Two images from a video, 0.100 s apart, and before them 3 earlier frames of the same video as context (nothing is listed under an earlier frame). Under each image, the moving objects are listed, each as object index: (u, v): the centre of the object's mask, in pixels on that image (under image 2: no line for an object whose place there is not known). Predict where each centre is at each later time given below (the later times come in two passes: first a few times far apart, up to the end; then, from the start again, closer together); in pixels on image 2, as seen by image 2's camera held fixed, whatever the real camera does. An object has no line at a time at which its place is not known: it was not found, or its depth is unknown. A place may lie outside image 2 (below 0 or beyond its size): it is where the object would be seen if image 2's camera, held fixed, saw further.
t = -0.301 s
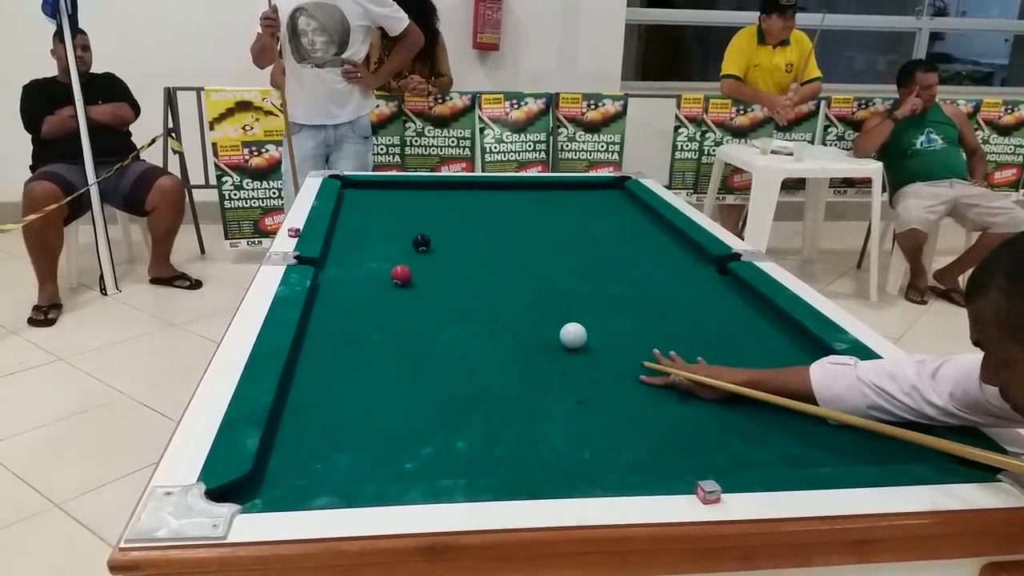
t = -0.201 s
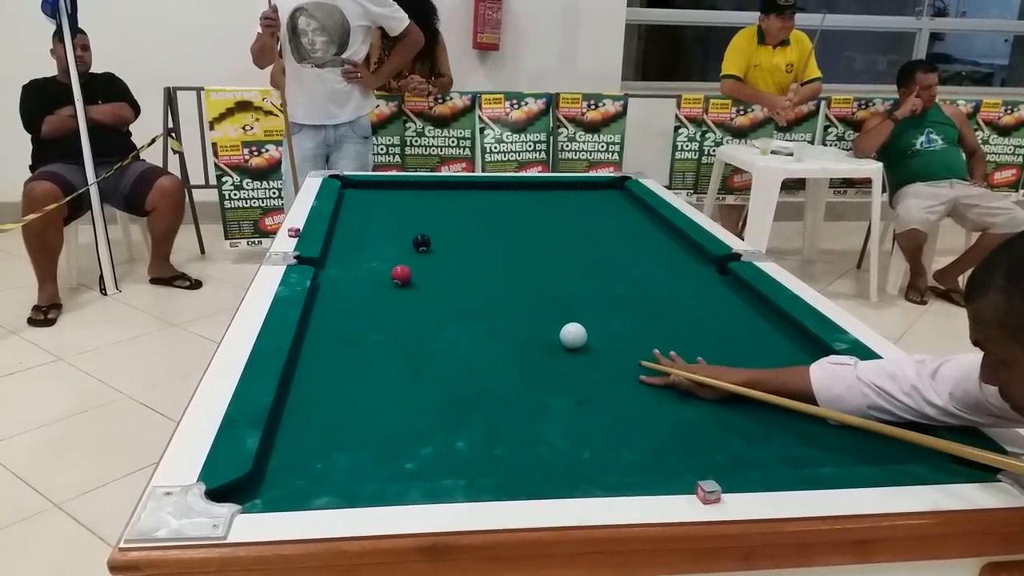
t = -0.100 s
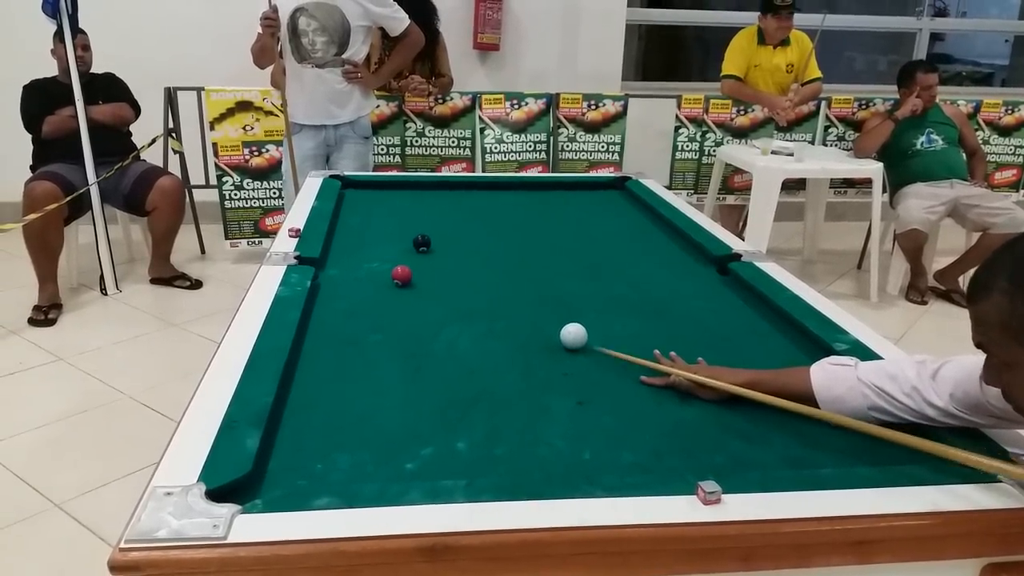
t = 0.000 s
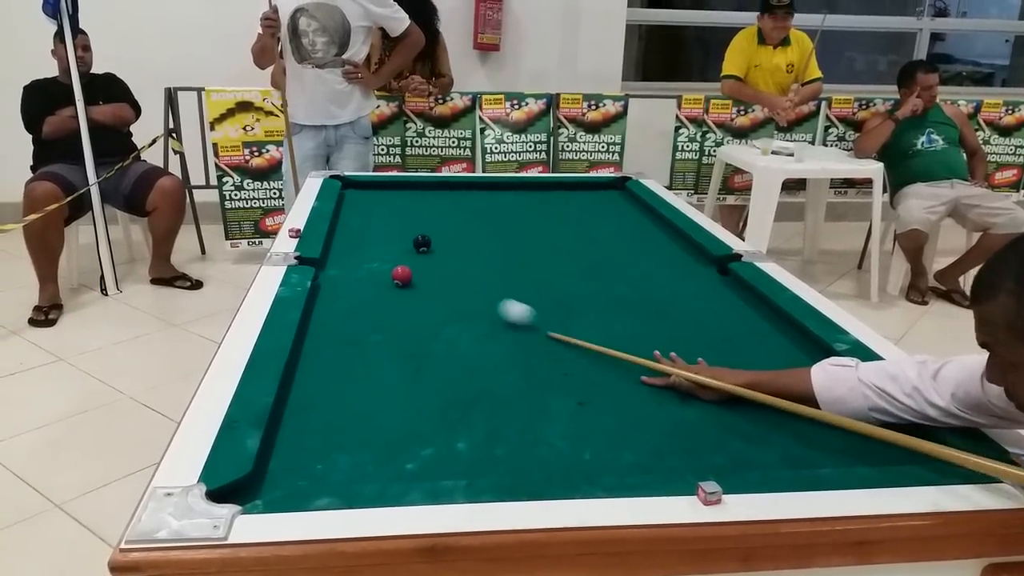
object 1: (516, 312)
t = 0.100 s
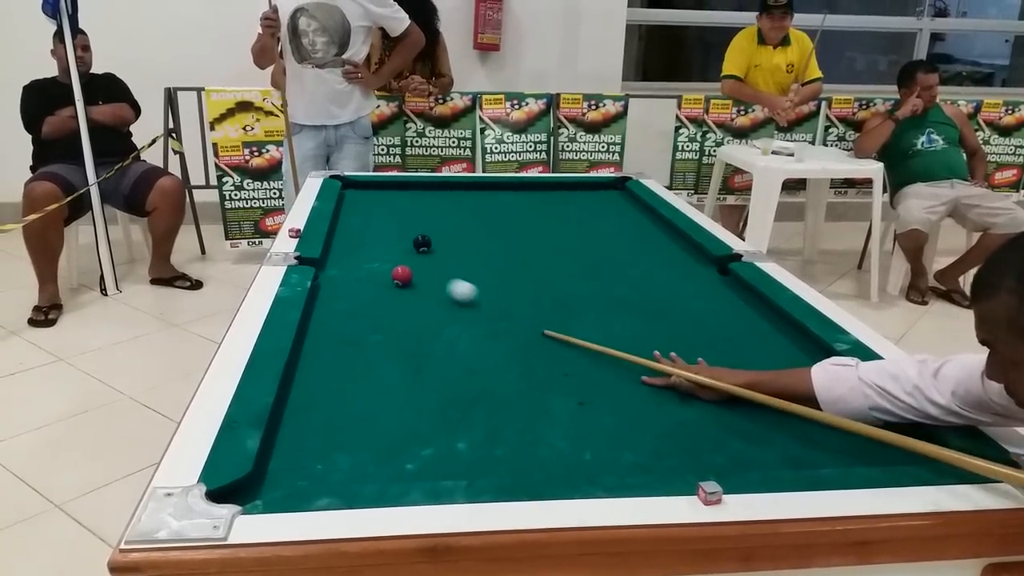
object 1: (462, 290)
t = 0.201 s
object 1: (424, 276)
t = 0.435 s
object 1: (425, 257)
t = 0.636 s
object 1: (427, 246)
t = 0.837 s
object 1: (433, 242)
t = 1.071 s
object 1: (440, 236)
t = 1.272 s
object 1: (445, 233)
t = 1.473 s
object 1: (449, 229)
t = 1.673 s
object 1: (453, 227)
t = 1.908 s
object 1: (456, 224)
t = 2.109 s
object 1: (459, 222)
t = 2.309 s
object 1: (462, 220)
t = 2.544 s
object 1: (465, 218)
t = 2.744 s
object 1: (466, 217)
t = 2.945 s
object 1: (468, 217)
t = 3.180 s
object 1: (468, 216)
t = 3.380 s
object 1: (467, 216)
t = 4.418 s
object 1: (469, 216)
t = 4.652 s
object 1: (468, 216)
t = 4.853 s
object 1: (468, 216)
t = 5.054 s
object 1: (468, 216)
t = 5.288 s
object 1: (468, 216)
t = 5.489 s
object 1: (469, 216)
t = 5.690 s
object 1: (468, 217)
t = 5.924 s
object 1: (467, 217)
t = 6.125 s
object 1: (468, 217)
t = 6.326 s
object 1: (468, 217)
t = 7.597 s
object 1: (468, 217)
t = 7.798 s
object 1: (468, 217)
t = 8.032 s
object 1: (468, 217)
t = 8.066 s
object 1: (468, 217)
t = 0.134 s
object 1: (447, 285)
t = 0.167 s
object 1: (434, 280)
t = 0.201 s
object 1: (424, 276)
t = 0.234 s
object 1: (424, 272)
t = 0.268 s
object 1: (424, 270)
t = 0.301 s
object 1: (424, 267)
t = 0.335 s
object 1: (424, 265)
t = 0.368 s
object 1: (424, 262)
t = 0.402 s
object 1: (424, 259)
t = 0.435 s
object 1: (425, 257)
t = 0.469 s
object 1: (425, 255)
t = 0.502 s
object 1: (425, 253)
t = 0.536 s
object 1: (425, 250)
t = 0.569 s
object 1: (425, 248)
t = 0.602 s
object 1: (426, 247)
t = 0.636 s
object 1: (427, 246)
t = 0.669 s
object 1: (428, 245)
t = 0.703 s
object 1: (429, 244)
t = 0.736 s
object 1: (430, 244)
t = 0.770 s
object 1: (431, 243)
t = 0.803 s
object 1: (432, 242)
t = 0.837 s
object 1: (433, 242)
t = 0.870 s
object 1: (435, 241)
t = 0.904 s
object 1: (435, 240)
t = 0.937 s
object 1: (436, 239)
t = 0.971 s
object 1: (437, 239)
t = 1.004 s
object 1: (438, 238)
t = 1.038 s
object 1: (439, 237)
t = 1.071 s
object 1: (440, 236)
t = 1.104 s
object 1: (441, 236)
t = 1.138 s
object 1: (442, 235)
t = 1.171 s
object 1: (443, 235)
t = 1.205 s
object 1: (444, 234)
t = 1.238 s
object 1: (444, 233)
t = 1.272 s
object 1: (445, 233)
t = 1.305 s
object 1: (446, 232)
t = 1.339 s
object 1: (447, 232)
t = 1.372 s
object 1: (447, 231)
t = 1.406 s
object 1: (448, 230)
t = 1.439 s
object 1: (449, 230)
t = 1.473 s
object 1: (449, 229)
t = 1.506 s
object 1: (450, 229)
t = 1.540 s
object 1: (450, 228)
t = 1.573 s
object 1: (451, 228)
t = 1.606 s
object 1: (452, 227)
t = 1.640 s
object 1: (452, 227)
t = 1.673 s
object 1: (453, 227)
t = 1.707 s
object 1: (453, 226)
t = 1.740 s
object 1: (454, 226)
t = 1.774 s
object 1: (454, 225)
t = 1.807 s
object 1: (455, 225)
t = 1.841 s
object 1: (455, 224)
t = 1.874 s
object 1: (456, 224)
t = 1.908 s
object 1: (456, 224)
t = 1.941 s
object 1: (457, 223)
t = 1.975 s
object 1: (458, 223)
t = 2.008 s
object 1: (458, 223)
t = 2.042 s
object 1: (458, 222)
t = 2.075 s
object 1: (459, 222)
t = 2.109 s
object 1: (459, 222)
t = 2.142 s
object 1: (460, 221)
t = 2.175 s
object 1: (460, 221)
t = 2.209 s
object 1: (461, 221)
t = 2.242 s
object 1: (461, 220)
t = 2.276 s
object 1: (462, 220)
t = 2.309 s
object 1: (462, 220)
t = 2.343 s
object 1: (463, 220)
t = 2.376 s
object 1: (463, 219)
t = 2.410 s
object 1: (464, 219)
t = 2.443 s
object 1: (464, 219)
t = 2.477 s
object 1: (464, 219)
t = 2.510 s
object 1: (465, 218)
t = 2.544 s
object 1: (465, 218)
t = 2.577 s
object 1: (465, 218)
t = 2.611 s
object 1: (466, 218)
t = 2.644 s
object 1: (466, 218)
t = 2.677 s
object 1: (466, 218)
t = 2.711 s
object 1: (466, 218)
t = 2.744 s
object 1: (466, 217)
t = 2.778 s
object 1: (466, 217)
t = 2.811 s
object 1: (466, 217)
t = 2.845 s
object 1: (466, 217)
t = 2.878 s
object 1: (467, 217)
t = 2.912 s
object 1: (467, 217)
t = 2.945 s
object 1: (468, 217)
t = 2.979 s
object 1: (468, 217)
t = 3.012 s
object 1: (468, 217)
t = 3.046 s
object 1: (468, 217)
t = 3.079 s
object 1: (468, 216)
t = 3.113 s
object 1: (467, 216)
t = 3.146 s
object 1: (467, 216)
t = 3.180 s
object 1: (468, 216)
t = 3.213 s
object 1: (467, 216)
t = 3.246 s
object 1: (467, 216)
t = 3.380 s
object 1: (467, 216)
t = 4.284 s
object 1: (469, 216)
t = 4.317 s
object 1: (469, 216)
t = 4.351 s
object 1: (469, 216)
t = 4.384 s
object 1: (469, 216)
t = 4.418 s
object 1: (469, 216)
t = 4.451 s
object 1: (469, 216)
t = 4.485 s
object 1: (468, 217)
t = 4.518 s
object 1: (468, 217)
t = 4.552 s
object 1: (468, 216)
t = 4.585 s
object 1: (468, 216)
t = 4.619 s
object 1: (468, 216)
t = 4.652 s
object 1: (468, 216)
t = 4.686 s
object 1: (468, 216)
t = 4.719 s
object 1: (468, 216)
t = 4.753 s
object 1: (468, 216)
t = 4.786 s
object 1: (468, 216)
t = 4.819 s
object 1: (468, 216)
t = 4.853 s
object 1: (468, 216)
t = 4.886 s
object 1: (468, 216)
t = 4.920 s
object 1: (468, 216)
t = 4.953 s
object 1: (468, 216)
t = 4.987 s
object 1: (468, 216)
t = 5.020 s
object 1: (468, 216)
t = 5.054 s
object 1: (468, 216)
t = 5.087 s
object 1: (468, 216)
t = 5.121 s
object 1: (468, 216)
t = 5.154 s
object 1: (468, 216)
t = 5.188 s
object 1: (468, 216)
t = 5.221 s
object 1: (468, 216)
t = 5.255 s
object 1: (468, 216)
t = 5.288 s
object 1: (468, 216)
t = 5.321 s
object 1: (468, 216)
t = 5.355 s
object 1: (468, 216)
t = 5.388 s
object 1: (469, 216)
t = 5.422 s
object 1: (469, 216)
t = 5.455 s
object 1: (469, 216)
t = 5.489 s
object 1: (469, 216)
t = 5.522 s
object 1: (469, 216)
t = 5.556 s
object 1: (468, 216)
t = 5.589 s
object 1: (468, 217)
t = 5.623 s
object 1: (468, 217)
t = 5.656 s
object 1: (468, 217)
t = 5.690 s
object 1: (468, 217)
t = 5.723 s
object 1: (468, 217)
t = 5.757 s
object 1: (468, 217)
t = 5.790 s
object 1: (468, 217)
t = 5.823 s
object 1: (468, 217)
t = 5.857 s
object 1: (468, 217)
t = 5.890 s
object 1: (467, 217)
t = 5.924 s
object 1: (467, 217)
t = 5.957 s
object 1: (467, 217)
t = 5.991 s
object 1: (467, 217)
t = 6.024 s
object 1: (467, 217)
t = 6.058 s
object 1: (467, 217)
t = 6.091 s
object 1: (467, 217)
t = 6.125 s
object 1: (468, 217)
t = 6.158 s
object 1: (468, 217)
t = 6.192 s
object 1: (468, 217)
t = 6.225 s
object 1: (468, 217)
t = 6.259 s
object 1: (468, 217)
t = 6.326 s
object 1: (468, 217)
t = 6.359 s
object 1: (468, 217)
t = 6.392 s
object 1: (468, 217)
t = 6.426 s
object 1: (468, 217)
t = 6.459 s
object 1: (468, 216)
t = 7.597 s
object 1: (468, 217)
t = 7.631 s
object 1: (468, 217)
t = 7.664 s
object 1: (468, 217)
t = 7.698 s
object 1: (468, 217)
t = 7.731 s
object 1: (468, 217)
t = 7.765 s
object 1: (468, 217)
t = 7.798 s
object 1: (468, 217)
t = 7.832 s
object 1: (468, 217)
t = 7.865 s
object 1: (468, 217)
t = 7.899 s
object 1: (468, 217)
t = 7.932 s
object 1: (468, 217)
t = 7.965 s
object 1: (468, 217)
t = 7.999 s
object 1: (468, 217)
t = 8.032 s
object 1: (468, 217)
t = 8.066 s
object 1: (468, 217)
